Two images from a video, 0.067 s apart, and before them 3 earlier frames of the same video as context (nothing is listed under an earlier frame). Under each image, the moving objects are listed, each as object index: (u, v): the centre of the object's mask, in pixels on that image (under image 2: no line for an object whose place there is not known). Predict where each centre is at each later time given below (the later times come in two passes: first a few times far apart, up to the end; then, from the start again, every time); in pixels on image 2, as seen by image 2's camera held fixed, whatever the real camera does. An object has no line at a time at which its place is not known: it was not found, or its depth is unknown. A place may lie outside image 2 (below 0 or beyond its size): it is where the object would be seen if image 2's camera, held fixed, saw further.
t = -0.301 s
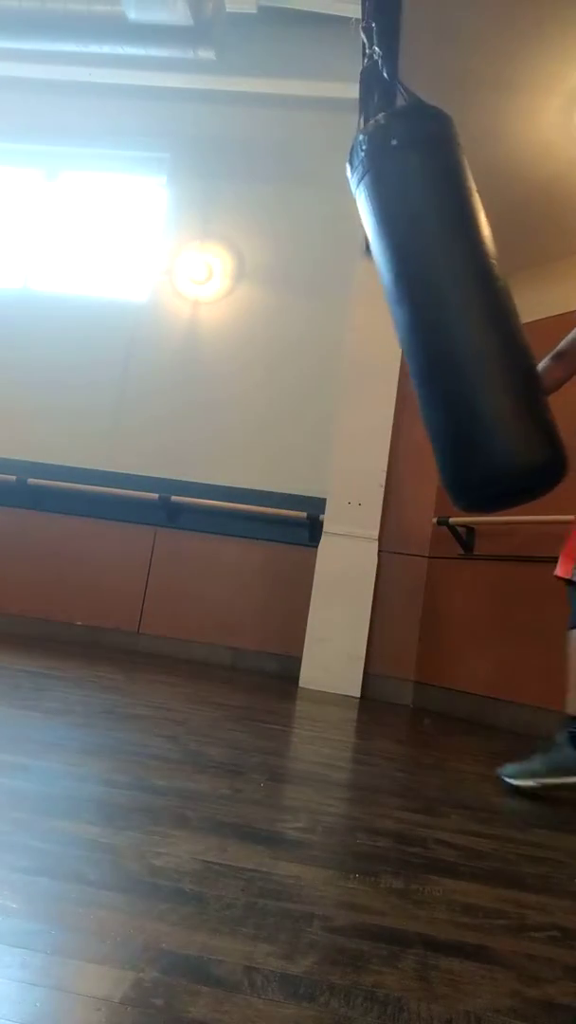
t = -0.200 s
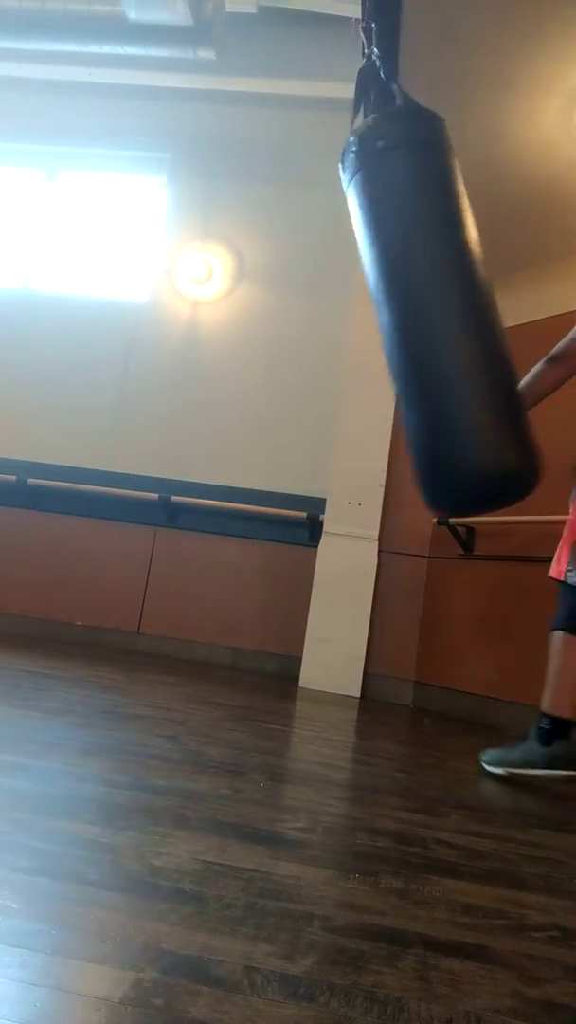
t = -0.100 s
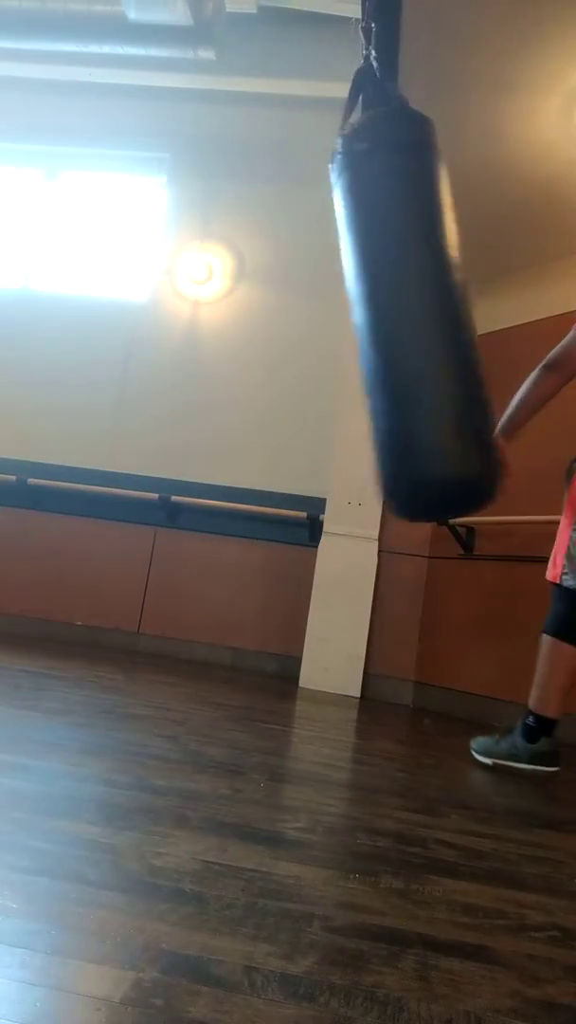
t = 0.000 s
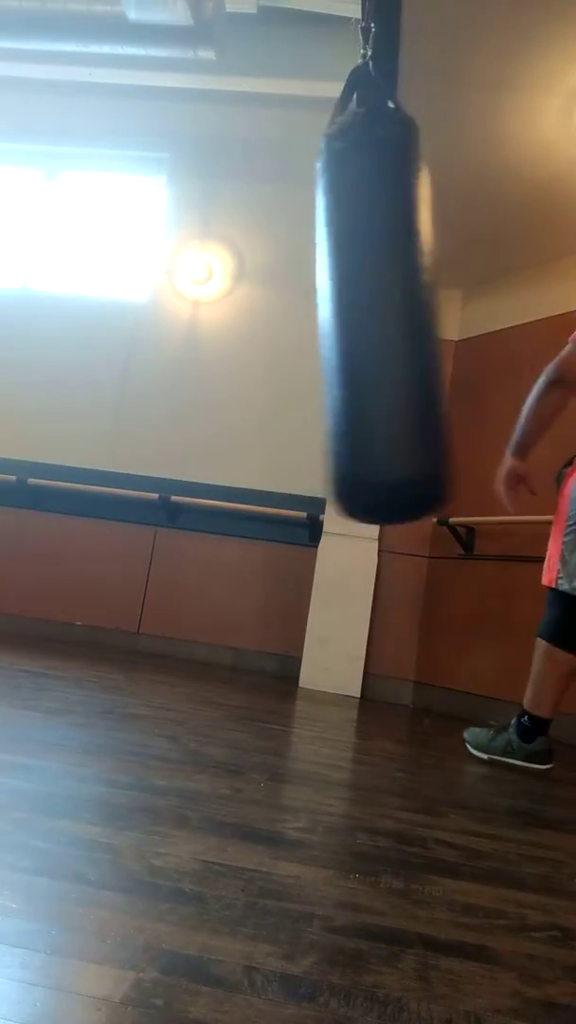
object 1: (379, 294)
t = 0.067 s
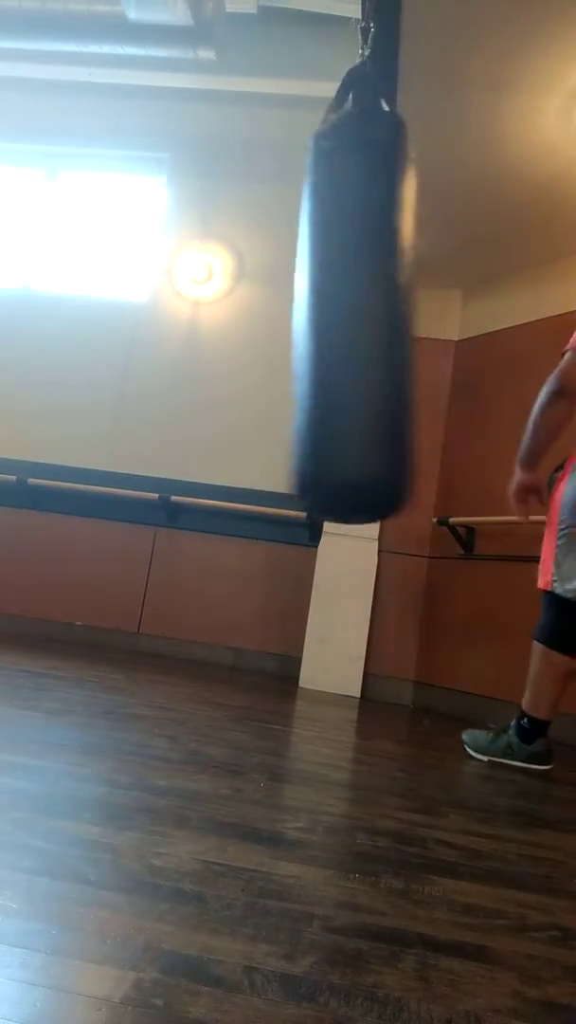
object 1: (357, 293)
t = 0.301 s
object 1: (284, 272)
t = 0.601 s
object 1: (230, 248)
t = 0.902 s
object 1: (241, 256)
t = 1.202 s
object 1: (310, 290)
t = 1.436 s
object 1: (389, 298)
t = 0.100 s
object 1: (345, 292)
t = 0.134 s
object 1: (332, 290)
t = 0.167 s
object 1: (321, 289)
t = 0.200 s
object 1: (311, 286)
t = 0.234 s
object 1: (301, 282)
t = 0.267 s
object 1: (293, 277)
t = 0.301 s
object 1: (284, 272)
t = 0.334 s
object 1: (276, 267)
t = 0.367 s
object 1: (268, 265)
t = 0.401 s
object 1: (261, 261)
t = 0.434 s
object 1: (253, 258)
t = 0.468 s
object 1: (248, 255)
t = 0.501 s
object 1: (241, 254)
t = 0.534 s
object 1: (236, 252)
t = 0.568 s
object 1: (232, 250)
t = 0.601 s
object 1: (230, 248)
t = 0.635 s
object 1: (228, 247)
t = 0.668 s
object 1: (226, 247)
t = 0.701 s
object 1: (226, 247)
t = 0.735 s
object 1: (226, 247)
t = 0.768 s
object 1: (228, 248)
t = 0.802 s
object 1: (230, 249)
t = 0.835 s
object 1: (233, 251)
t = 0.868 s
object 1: (236, 254)
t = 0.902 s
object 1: (241, 256)
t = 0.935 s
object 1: (248, 257)
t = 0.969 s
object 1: (254, 261)
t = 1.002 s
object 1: (260, 264)
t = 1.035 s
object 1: (267, 270)
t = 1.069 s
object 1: (275, 273)
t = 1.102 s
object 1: (283, 277)
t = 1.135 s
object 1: (292, 282)
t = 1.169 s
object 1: (300, 286)
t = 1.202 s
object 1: (310, 290)
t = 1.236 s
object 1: (321, 293)
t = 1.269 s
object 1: (332, 296)
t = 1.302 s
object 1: (345, 297)
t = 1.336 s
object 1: (356, 299)
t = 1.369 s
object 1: (367, 299)
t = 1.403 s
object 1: (378, 299)
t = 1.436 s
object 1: (389, 298)
